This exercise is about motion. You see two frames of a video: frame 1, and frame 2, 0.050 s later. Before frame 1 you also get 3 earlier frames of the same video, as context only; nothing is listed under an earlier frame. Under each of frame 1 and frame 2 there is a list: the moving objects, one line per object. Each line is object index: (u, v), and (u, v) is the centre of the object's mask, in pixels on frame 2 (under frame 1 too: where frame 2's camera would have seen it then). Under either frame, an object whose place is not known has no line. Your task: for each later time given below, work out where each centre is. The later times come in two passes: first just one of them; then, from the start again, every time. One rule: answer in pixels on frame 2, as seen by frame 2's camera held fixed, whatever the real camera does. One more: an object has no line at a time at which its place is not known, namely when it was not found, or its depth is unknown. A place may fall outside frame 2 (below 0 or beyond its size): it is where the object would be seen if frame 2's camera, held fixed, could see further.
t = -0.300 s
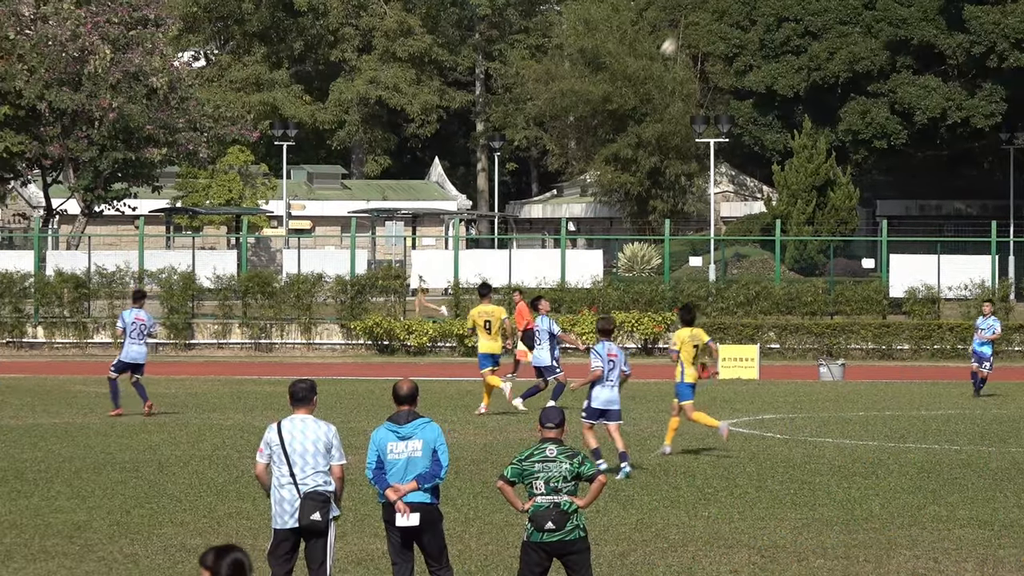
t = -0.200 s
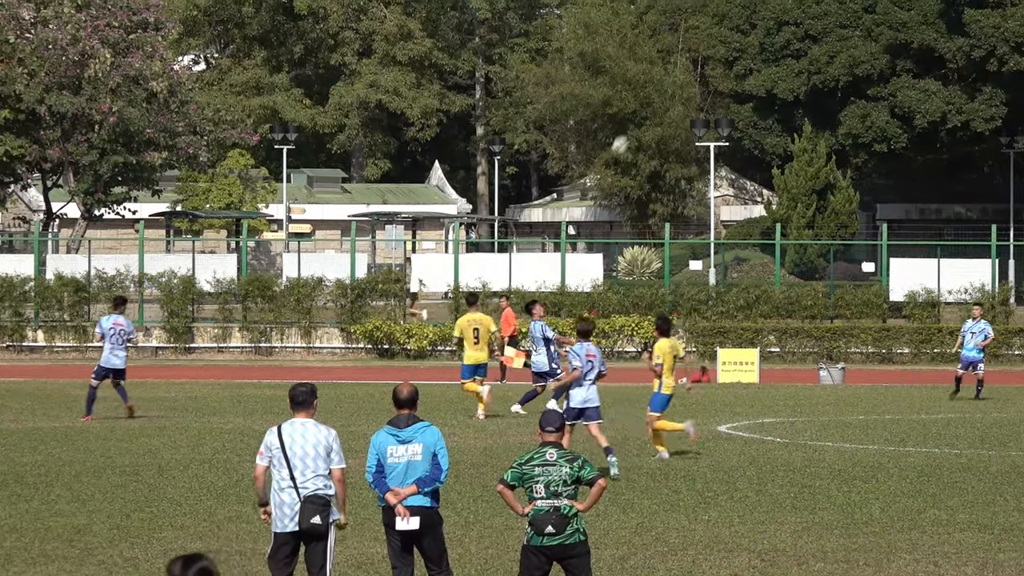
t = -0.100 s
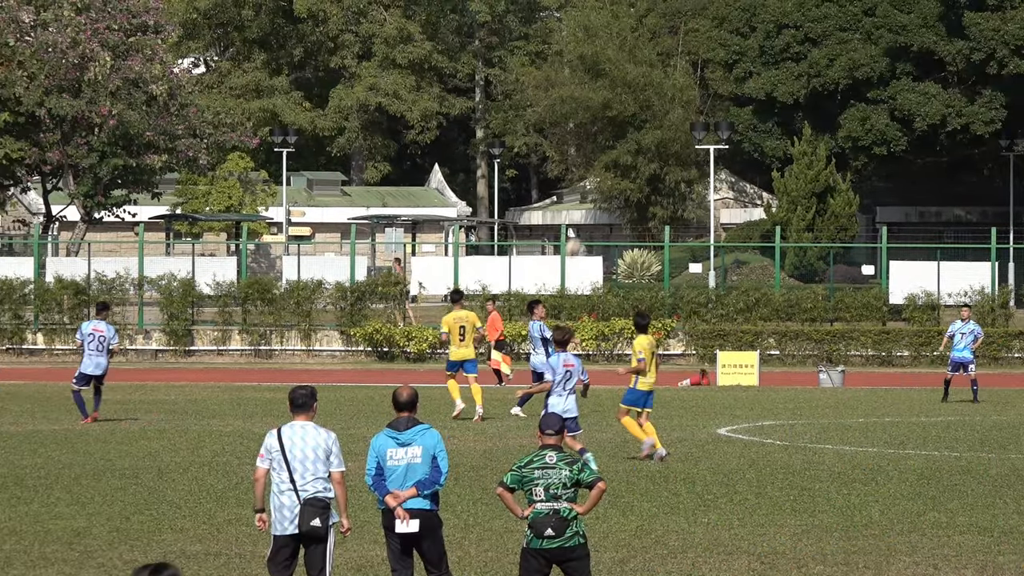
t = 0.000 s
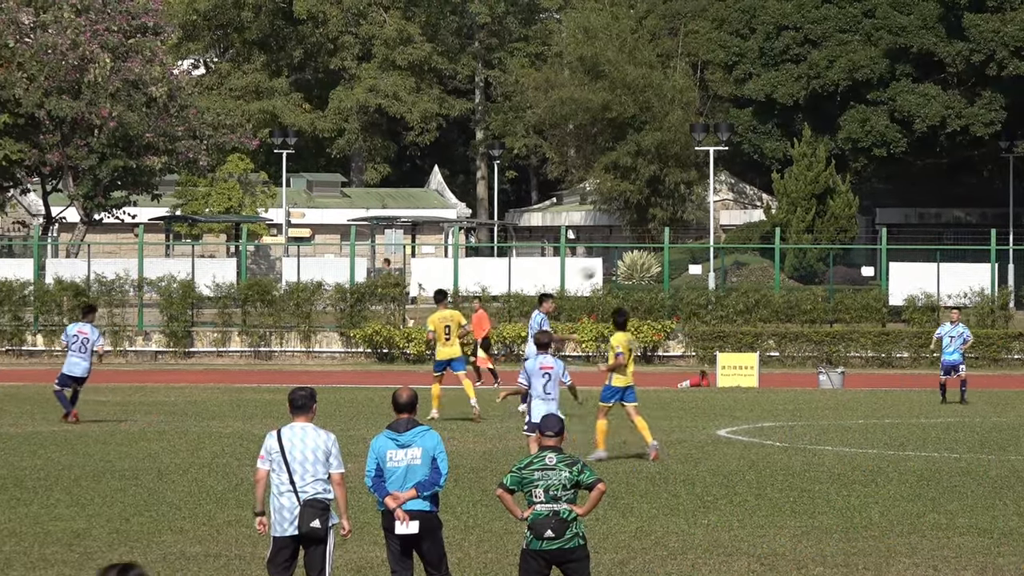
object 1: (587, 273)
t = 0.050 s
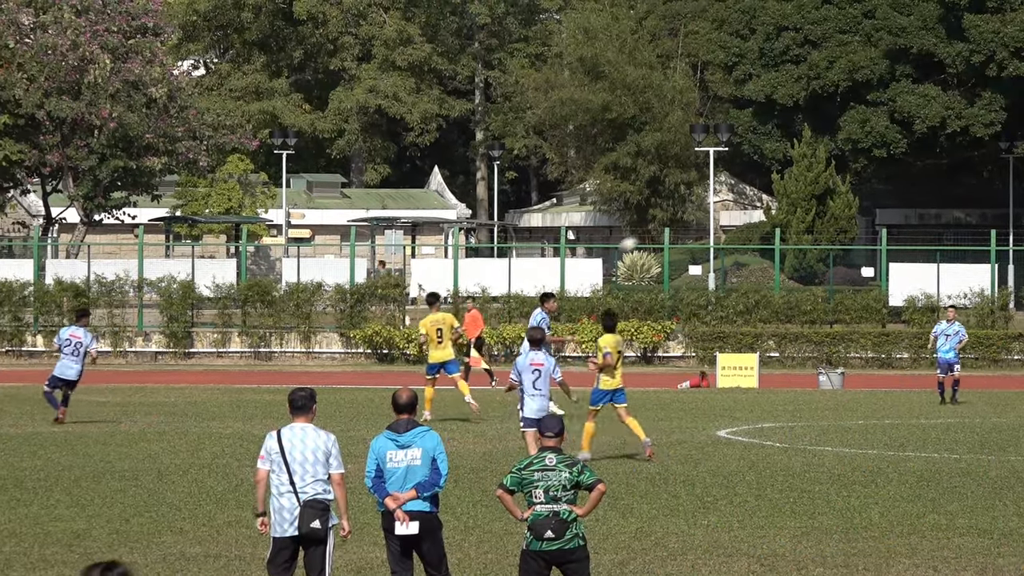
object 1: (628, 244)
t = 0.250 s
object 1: (788, 158)
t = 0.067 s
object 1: (641, 235)
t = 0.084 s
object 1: (656, 227)
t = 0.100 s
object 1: (669, 219)
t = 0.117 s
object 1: (682, 211)
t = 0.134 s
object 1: (695, 204)
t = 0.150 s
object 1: (709, 197)
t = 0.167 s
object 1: (723, 189)
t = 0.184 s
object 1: (737, 182)
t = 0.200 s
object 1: (749, 176)
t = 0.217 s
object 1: (762, 170)
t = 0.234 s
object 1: (775, 164)
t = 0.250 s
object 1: (788, 158)
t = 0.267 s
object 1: (802, 152)
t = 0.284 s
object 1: (815, 146)
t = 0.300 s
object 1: (829, 142)
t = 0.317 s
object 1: (841, 137)
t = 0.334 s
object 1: (854, 132)
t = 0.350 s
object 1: (867, 127)
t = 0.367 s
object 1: (881, 123)
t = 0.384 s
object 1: (894, 119)
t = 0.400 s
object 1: (907, 115)
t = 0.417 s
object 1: (920, 111)
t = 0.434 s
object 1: (933, 107)
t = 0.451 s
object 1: (947, 104)
